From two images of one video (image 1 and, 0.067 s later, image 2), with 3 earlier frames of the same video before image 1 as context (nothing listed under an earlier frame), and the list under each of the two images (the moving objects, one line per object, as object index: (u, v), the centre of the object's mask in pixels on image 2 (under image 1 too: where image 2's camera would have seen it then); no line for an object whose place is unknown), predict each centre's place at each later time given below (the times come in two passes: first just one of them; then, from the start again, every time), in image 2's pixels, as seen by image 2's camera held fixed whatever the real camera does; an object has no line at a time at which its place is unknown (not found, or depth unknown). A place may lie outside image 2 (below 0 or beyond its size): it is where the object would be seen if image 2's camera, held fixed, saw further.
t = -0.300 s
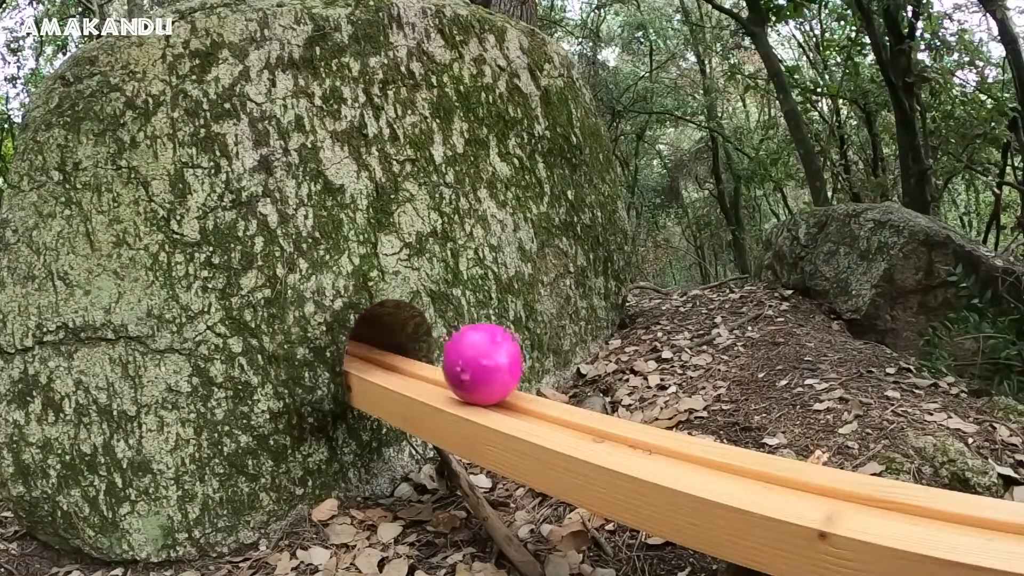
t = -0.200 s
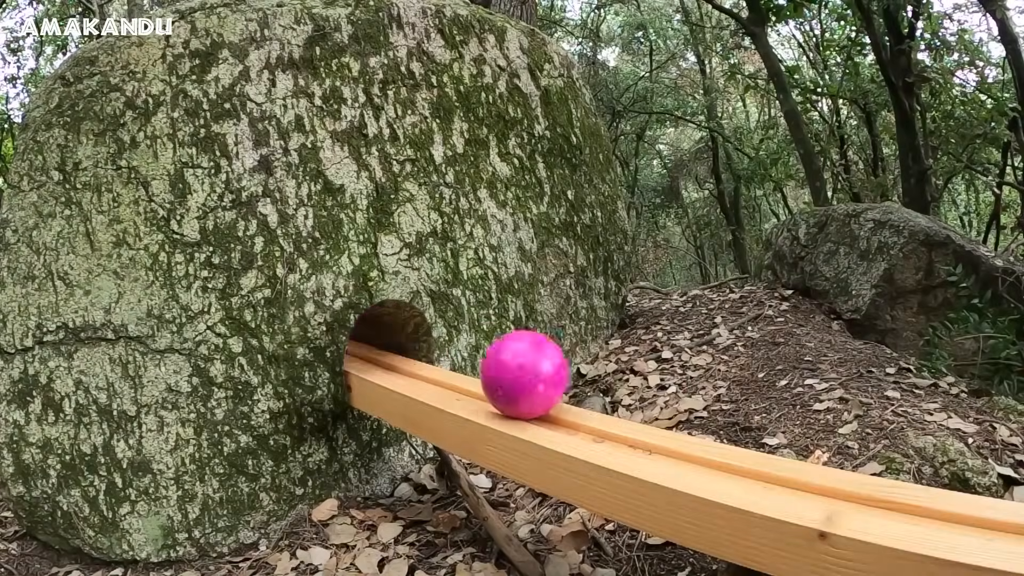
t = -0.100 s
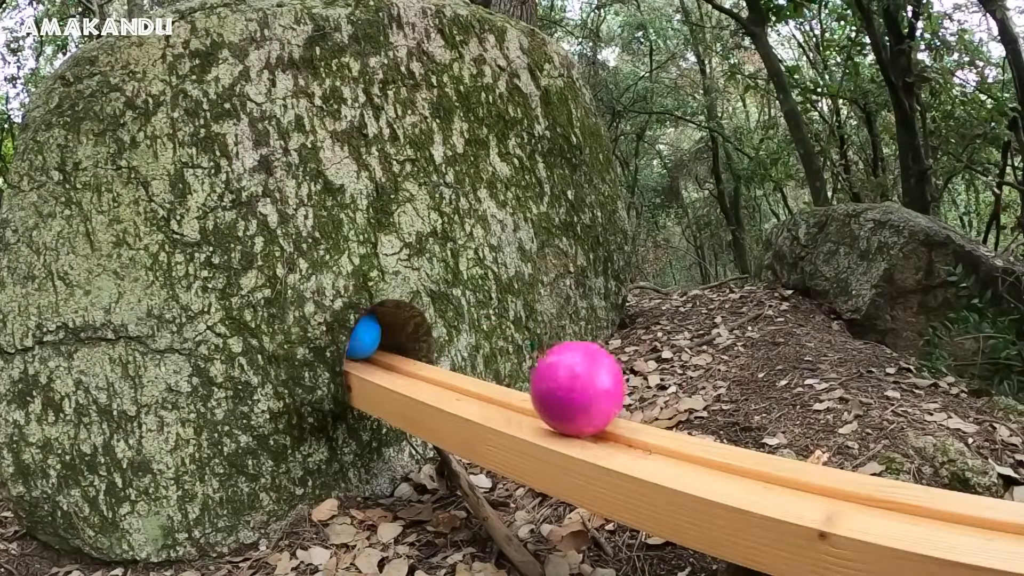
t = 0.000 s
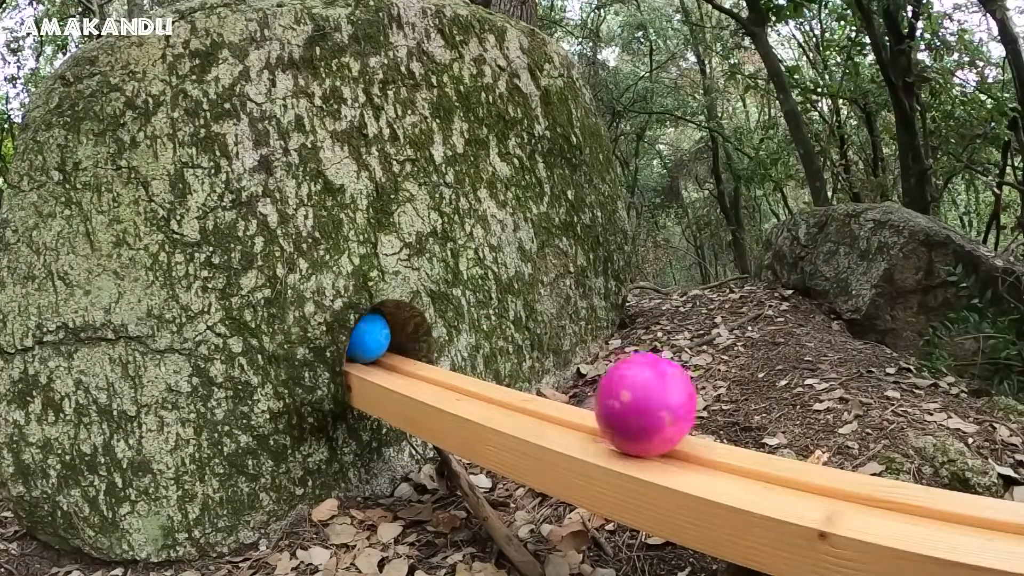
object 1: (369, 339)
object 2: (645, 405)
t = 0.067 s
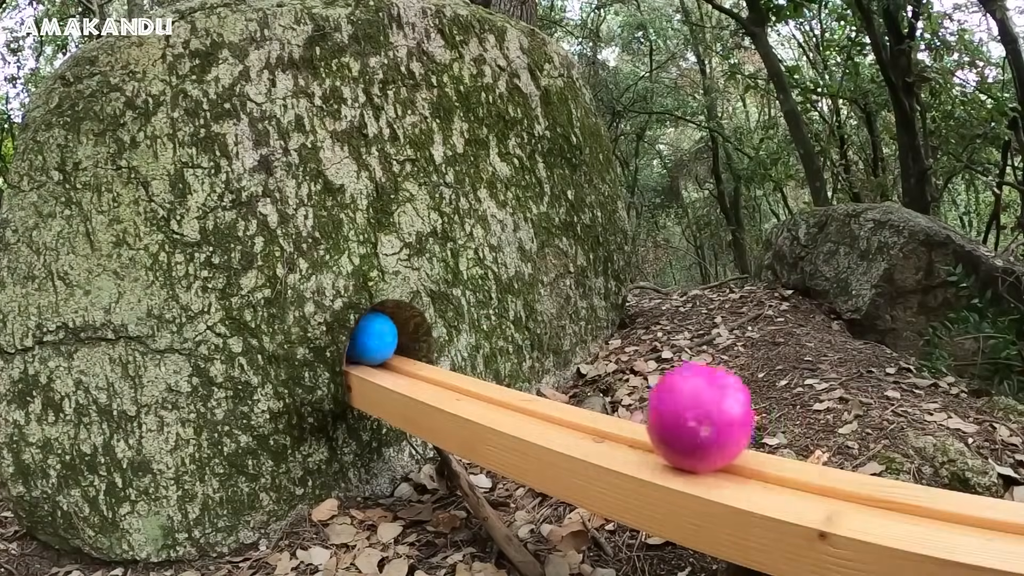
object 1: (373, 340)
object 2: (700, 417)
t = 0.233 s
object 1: (392, 344)
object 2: (863, 451)
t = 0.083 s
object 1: (374, 340)
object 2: (715, 420)
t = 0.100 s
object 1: (376, 340)
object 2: (730, 423)
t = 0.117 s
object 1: (378, 340)
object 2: (746, 426)
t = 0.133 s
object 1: (379, 340)
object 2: (762, 430)
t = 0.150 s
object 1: (381, 340)
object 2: (780, 433)
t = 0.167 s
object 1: (383, 341)
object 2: (797, 437)
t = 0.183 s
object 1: (385, 342)
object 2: (816, 441)
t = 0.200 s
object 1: (387, 342)
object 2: (834, 445)
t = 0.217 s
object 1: (389, 343)
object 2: (844, 447)
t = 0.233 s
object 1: (392, 344)
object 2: (863, 451)
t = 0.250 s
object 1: (394, 345)
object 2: (884, 454)
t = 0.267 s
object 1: (397, 346)
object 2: (904, 458)
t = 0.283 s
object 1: (400, 346)
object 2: (924, 462)
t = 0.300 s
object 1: (403, 347)
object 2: (945, 465)
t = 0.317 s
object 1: (406, 348)
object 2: (964, 468)
